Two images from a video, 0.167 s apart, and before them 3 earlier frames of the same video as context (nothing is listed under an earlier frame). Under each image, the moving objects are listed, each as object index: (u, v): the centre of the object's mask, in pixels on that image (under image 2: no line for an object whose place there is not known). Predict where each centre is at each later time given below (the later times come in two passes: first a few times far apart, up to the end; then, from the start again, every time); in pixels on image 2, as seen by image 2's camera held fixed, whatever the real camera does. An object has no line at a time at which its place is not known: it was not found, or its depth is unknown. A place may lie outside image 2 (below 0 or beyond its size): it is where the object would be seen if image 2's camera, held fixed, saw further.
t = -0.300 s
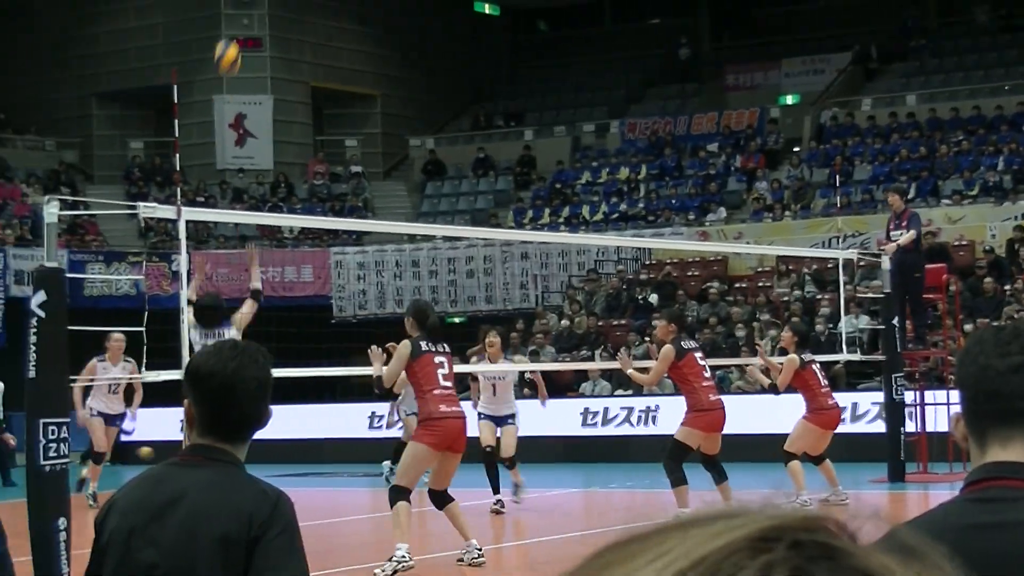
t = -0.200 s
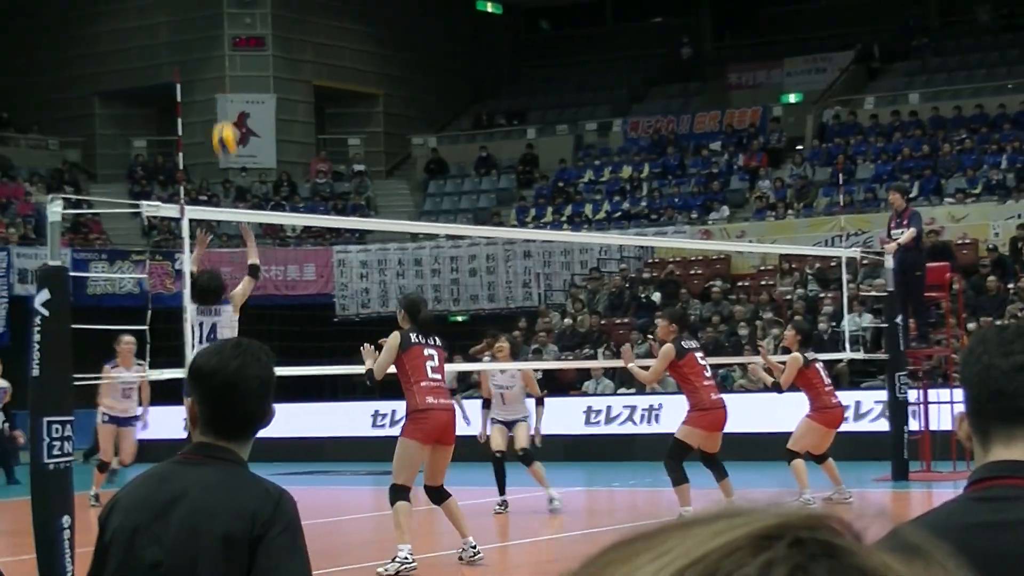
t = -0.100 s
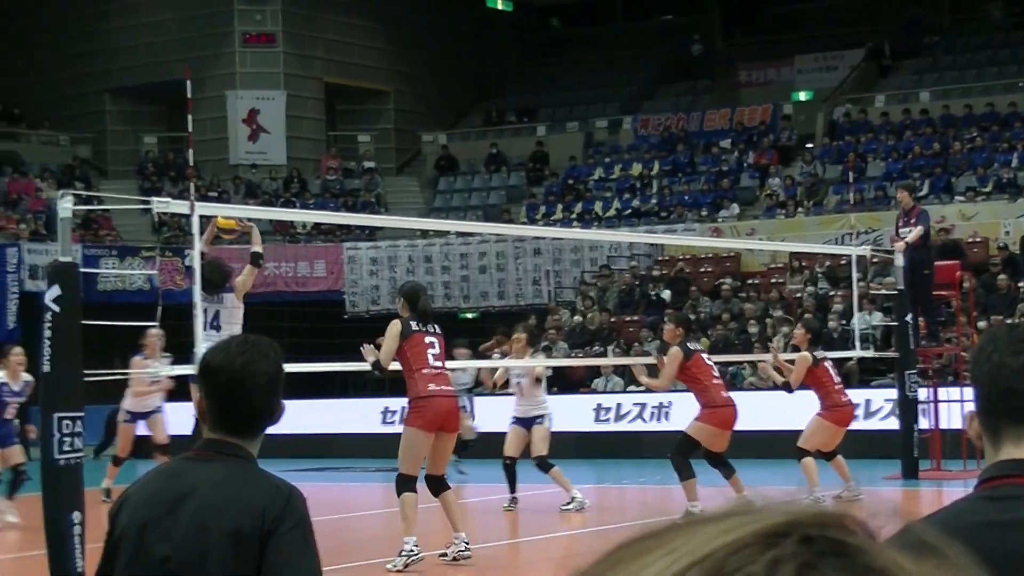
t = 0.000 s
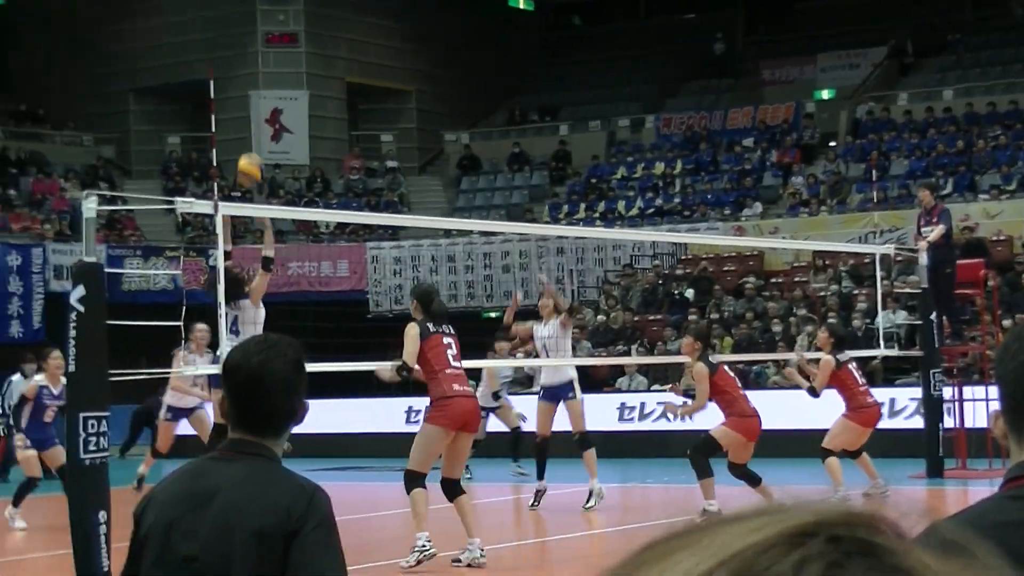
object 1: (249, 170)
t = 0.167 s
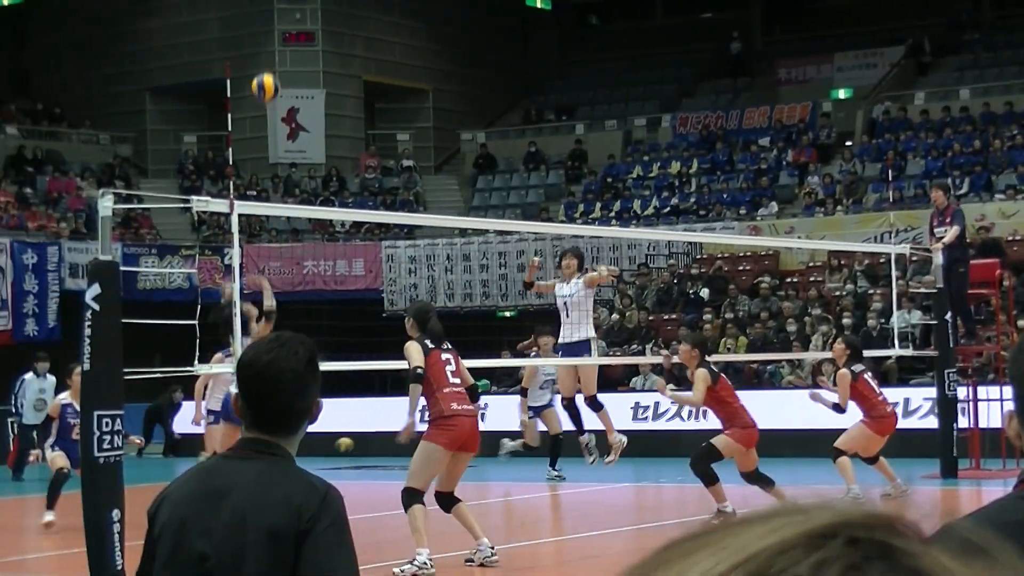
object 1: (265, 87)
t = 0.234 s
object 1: (265, 67)
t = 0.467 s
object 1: (266, 36)
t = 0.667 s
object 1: (268, 67)
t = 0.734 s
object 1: (268, 90)
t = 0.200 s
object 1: (266, 75)
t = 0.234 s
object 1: (265, 67)
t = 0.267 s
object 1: (265, 58)
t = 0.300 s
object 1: (265, 51)
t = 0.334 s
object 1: (265, 45)
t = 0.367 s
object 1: (265, 41)
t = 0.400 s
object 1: (265, 38)
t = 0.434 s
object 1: (266, 36)
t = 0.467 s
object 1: (266, 36)
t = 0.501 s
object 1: (266, 38)
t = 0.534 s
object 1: (267, 40)
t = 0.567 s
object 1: (267, 45)
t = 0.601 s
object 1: (267, 51)
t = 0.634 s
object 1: (268, 58)
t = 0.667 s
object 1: (268, 67)
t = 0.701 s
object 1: (268, 78)
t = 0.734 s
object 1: (268, 90)
